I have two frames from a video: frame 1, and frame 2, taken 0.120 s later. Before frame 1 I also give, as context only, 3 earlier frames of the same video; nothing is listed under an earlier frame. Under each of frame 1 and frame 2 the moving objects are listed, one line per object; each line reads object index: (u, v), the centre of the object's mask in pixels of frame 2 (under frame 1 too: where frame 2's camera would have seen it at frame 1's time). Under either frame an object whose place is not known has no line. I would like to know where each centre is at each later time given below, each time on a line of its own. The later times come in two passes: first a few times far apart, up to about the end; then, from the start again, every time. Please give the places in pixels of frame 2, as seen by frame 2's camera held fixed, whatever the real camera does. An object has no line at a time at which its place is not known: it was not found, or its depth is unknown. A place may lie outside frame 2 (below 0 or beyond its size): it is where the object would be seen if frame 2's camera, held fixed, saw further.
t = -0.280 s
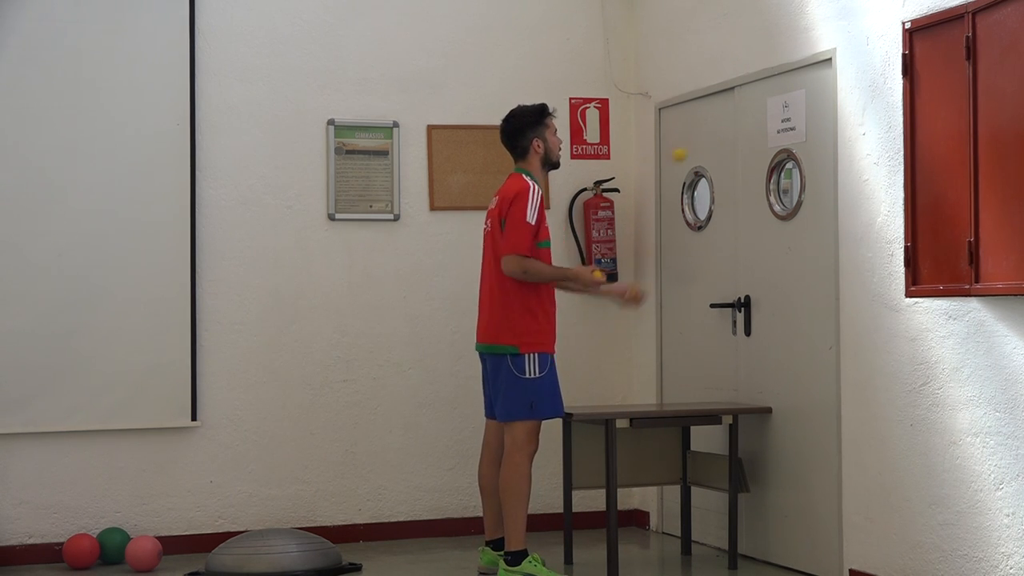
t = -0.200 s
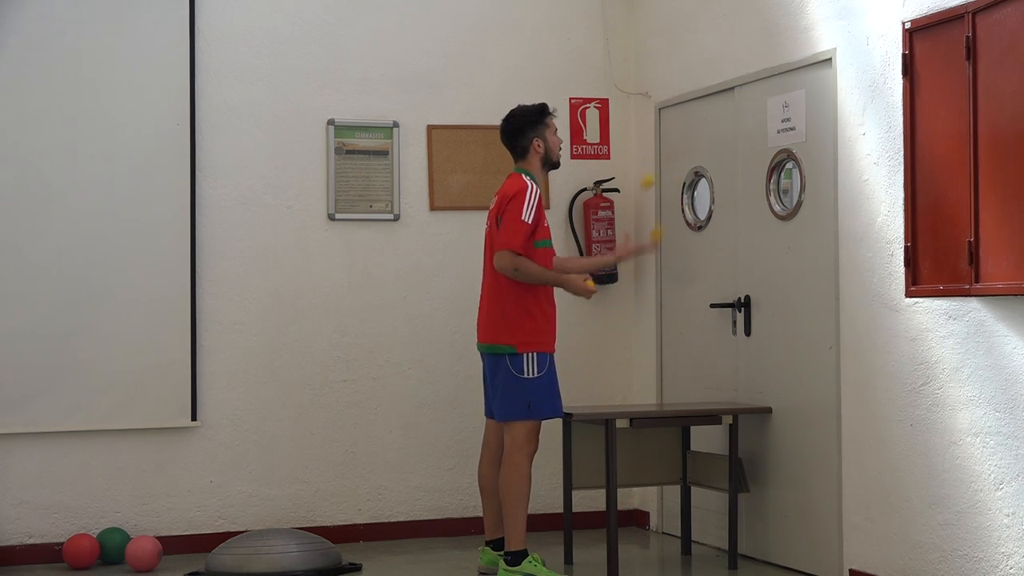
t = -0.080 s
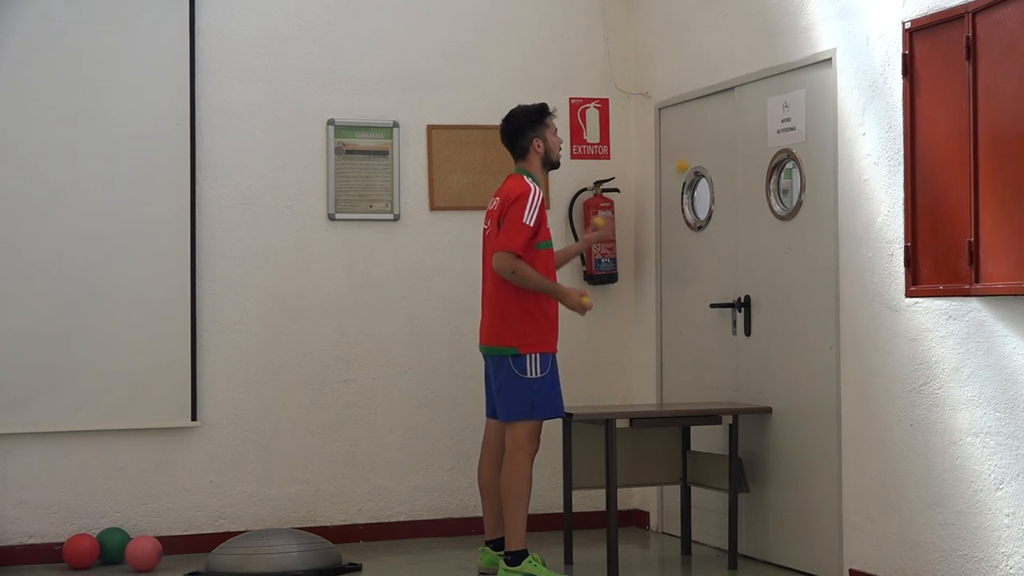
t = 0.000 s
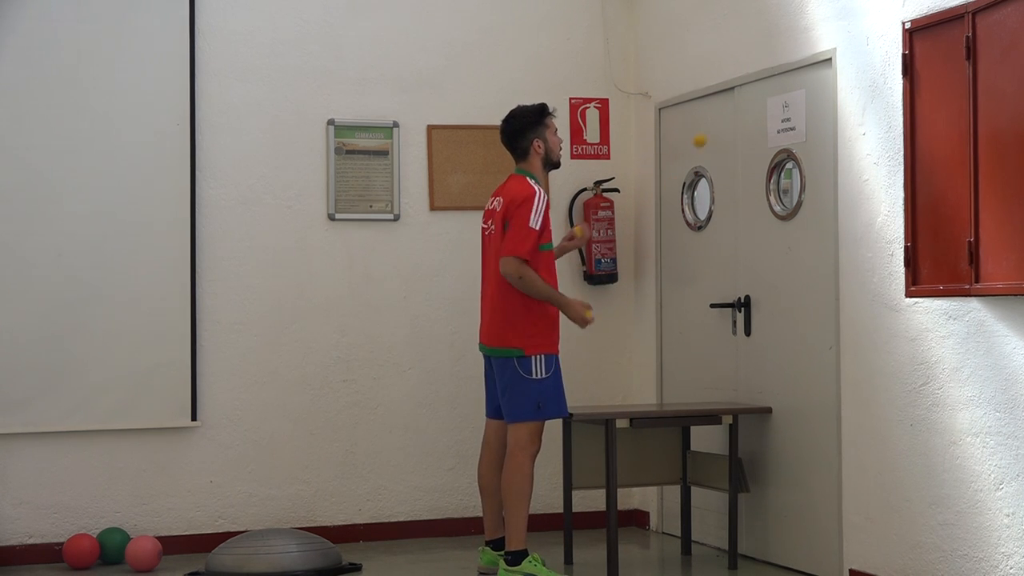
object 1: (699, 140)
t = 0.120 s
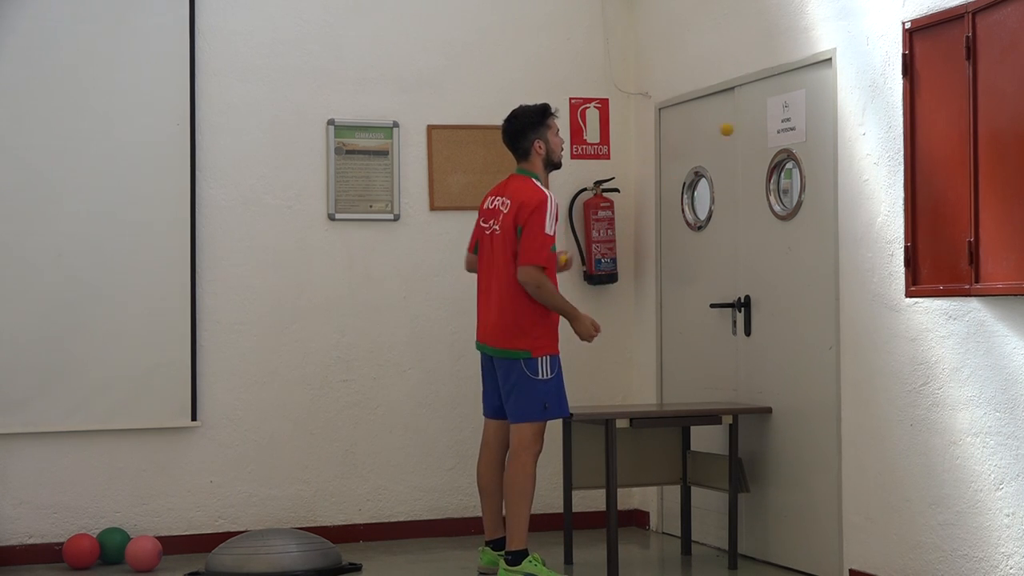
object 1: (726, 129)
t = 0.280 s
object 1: (761, 166)
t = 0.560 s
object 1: (712, 320)
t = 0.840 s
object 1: (742, 368)
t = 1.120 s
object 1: (832, 496)
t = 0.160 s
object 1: (735, 133)
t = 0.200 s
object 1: (744, 141)
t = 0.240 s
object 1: (753, 152)
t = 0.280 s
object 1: (761, 166)
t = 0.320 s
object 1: (755, 176)
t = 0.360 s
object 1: (748, 190)
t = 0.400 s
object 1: (741, 208)
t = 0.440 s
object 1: (734, 229)
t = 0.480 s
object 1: (727, 256)
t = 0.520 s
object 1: (720, 285)
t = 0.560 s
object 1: (712, 320)
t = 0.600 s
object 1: (706, 360)
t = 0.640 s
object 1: (699, 404)
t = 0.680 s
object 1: (704, 399)
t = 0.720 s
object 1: (713, 386)
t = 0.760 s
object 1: (722, 376)
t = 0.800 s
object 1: (732, 370)
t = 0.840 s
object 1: (742, 368)
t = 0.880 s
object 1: (753, 370)
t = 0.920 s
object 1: (765, 377)
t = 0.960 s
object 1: (777, 388)
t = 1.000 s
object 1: (790, 405)
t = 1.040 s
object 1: (803, 429)
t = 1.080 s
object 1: (817, 459)
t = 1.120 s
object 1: (832, 496)
